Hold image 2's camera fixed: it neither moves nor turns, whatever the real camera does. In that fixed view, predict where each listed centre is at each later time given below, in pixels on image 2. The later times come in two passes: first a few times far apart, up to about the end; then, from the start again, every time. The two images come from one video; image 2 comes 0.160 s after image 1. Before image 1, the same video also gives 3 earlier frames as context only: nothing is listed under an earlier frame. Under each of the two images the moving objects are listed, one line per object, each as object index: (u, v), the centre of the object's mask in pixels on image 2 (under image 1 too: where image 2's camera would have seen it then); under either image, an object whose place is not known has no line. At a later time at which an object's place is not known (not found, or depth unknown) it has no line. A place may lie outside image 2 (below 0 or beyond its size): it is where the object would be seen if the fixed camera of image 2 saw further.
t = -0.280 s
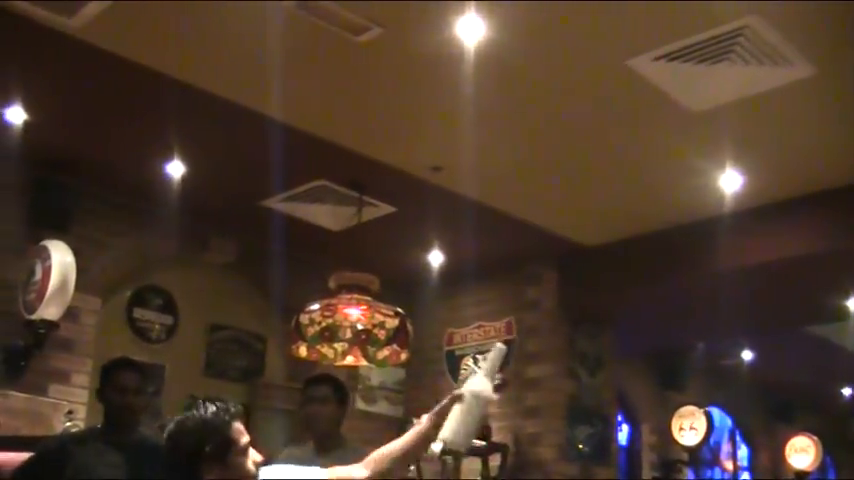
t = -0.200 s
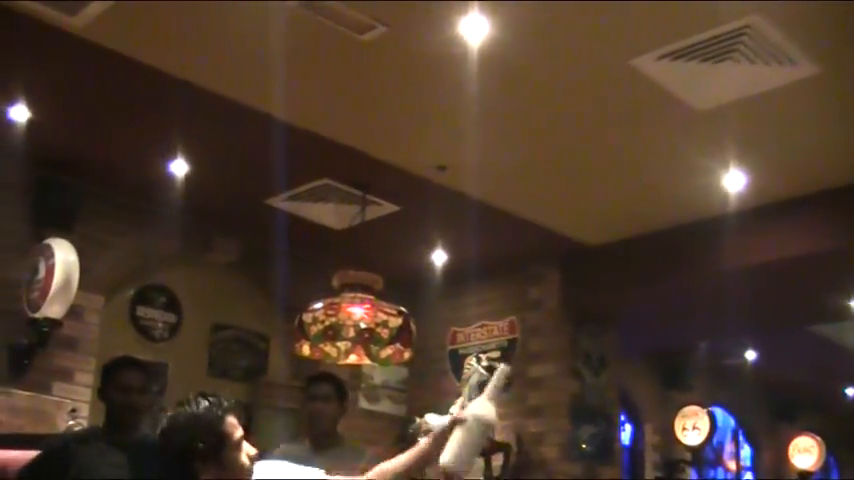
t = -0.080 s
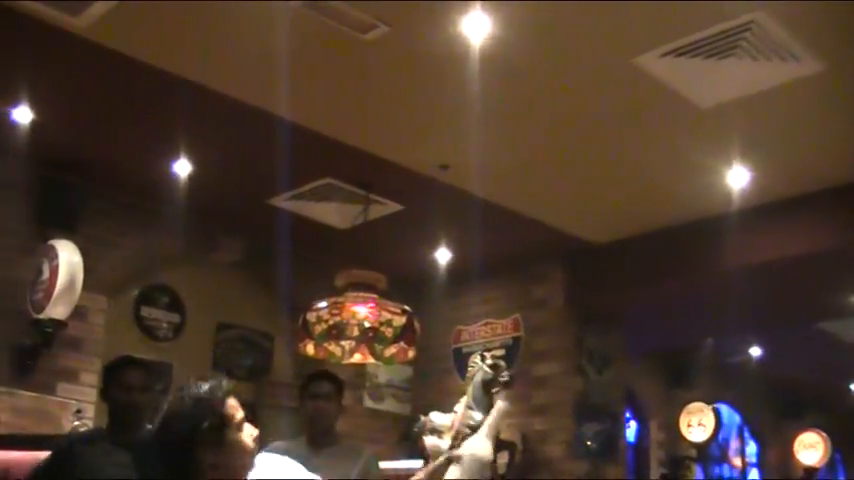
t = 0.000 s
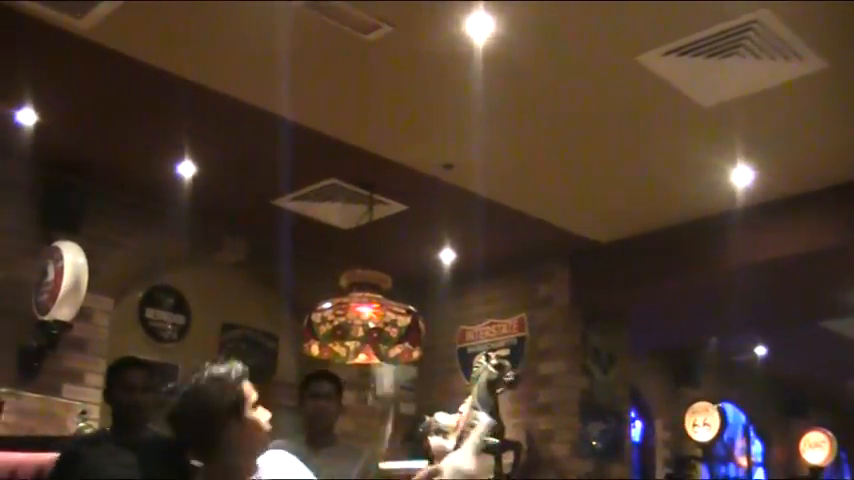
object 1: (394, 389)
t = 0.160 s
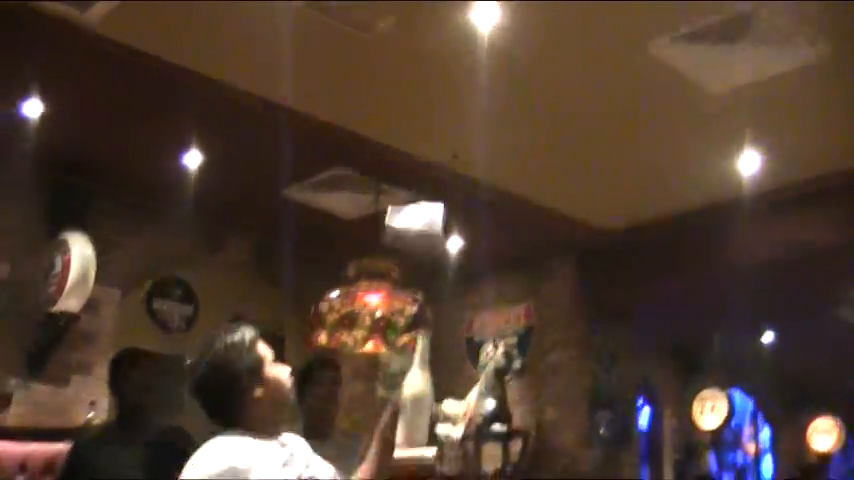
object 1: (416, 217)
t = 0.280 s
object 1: (409, 154)
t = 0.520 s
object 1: (406, 188)
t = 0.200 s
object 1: (416, 190)
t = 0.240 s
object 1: (411, 172)
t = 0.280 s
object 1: (409, 154)
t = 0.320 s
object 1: (408, 142)
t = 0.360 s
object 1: (407, 139)
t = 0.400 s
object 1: (407, 146)
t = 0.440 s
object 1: (407, 158)
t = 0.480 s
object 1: (411, 169)
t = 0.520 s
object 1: (406, 188)
